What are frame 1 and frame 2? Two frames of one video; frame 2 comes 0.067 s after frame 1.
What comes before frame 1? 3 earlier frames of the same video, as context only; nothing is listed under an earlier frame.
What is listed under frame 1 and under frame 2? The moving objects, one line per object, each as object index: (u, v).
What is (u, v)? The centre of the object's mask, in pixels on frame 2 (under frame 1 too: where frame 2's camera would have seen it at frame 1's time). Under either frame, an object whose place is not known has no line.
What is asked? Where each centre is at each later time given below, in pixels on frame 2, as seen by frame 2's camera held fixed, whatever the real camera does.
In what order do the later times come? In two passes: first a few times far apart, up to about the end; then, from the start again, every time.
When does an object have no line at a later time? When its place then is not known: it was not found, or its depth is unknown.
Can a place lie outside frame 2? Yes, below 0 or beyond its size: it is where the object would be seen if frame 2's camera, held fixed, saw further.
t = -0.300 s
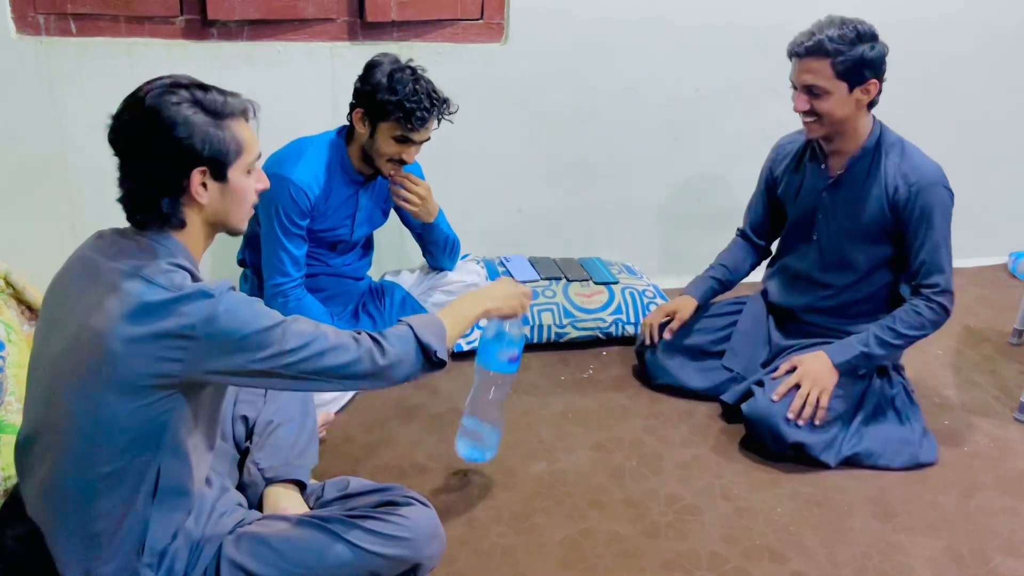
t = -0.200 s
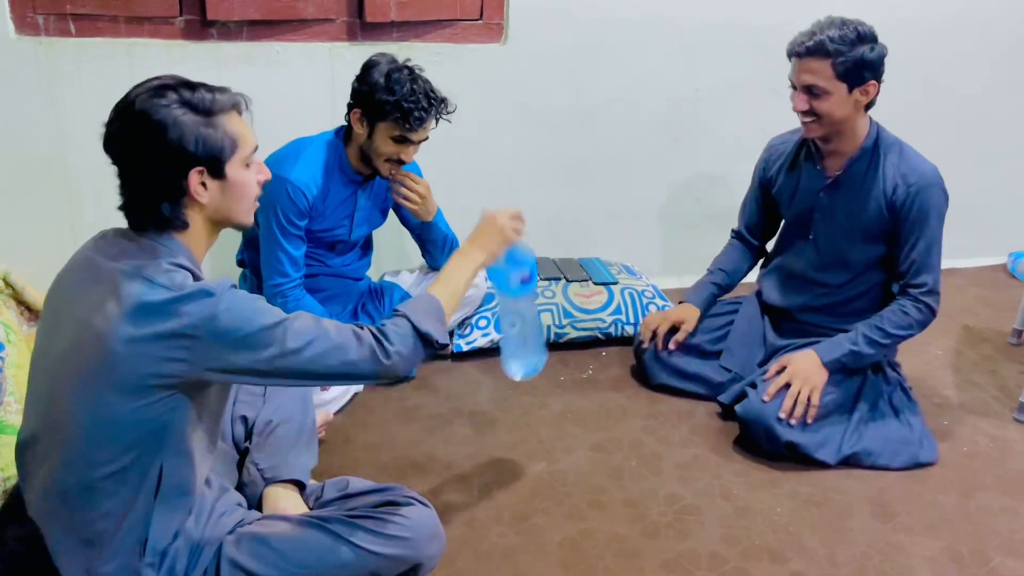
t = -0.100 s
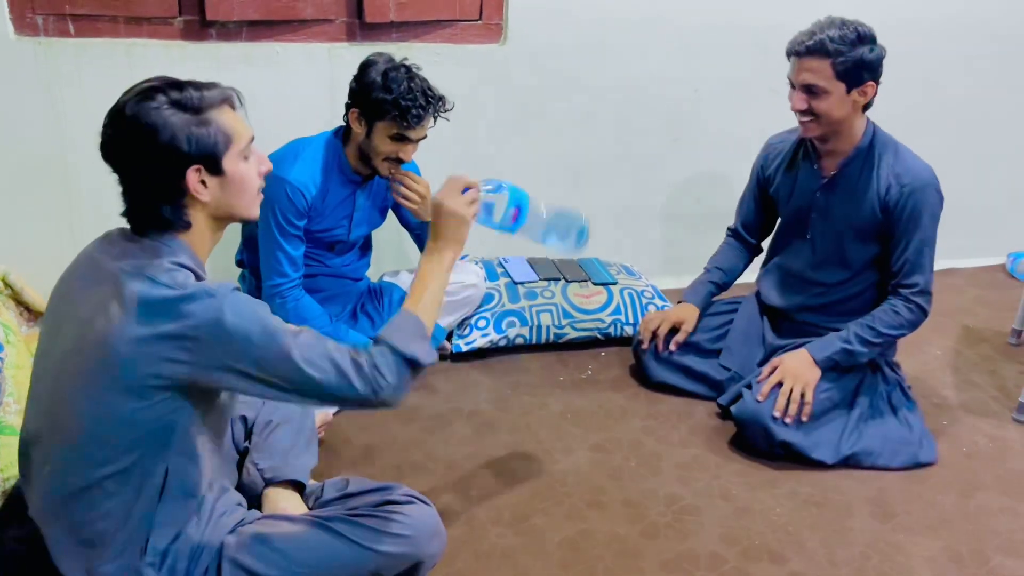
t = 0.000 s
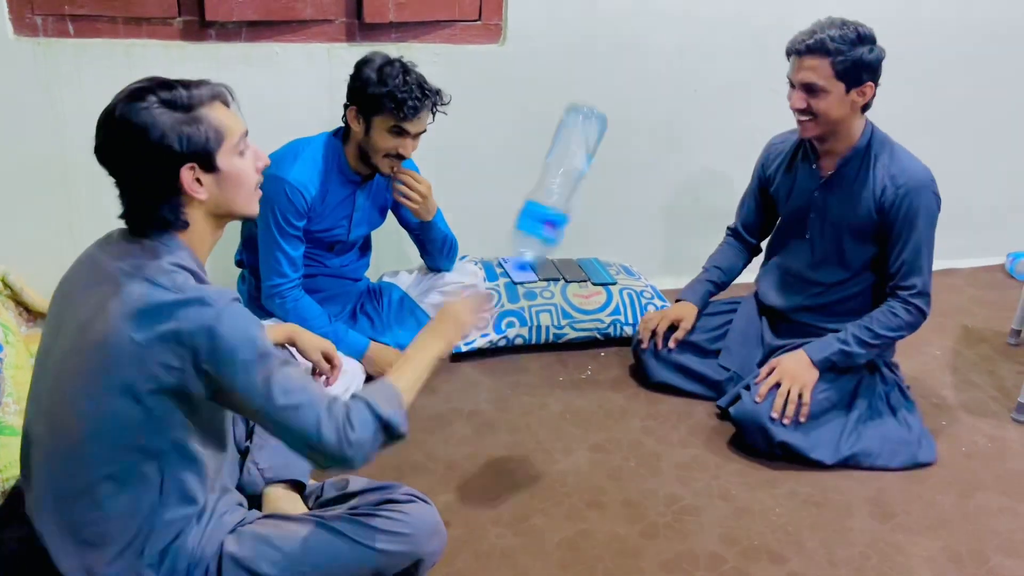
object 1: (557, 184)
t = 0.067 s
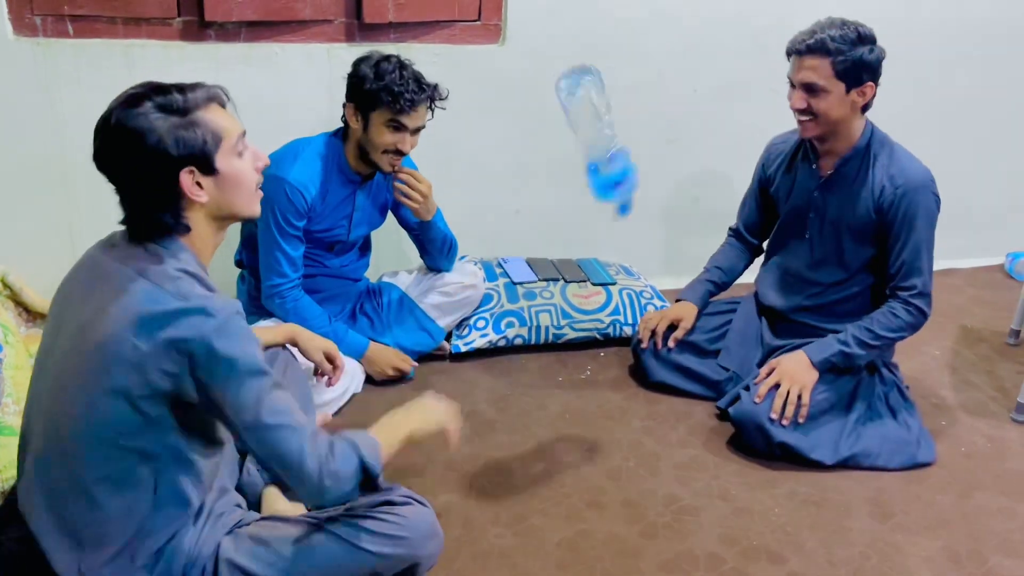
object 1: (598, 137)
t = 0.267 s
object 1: (622, 111)
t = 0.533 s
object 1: (604, 396)
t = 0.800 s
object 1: (564, 475)
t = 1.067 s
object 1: (565, 476)
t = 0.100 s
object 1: (610, 112)
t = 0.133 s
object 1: (618, 92)
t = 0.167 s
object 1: (621, 83)
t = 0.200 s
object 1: (623, 85)
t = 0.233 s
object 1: (623, 94)
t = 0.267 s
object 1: (622, 111)
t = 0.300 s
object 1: (621, 134)
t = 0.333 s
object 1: (619, 163)
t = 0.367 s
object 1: (616, 199)
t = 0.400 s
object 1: (613, 237)
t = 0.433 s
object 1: (611, 283)
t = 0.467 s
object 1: (608, 331)
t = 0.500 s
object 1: (605, 382)
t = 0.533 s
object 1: (604, 396)
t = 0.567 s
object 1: (598, 400)
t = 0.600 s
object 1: (591, 408)
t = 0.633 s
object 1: (584, 419)
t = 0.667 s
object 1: (578, 432)
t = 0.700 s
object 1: (573, 449)
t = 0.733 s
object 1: (569, 467)
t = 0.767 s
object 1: (566, 473)
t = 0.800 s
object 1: (564, 475)
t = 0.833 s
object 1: (563, 476)
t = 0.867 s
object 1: (563, 476)
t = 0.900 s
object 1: (564, 475)
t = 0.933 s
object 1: (564, 476)
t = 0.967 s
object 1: (565, 476)
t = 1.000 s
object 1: (565, 476)
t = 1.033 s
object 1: (565, 476)
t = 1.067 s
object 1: (565, 476)
